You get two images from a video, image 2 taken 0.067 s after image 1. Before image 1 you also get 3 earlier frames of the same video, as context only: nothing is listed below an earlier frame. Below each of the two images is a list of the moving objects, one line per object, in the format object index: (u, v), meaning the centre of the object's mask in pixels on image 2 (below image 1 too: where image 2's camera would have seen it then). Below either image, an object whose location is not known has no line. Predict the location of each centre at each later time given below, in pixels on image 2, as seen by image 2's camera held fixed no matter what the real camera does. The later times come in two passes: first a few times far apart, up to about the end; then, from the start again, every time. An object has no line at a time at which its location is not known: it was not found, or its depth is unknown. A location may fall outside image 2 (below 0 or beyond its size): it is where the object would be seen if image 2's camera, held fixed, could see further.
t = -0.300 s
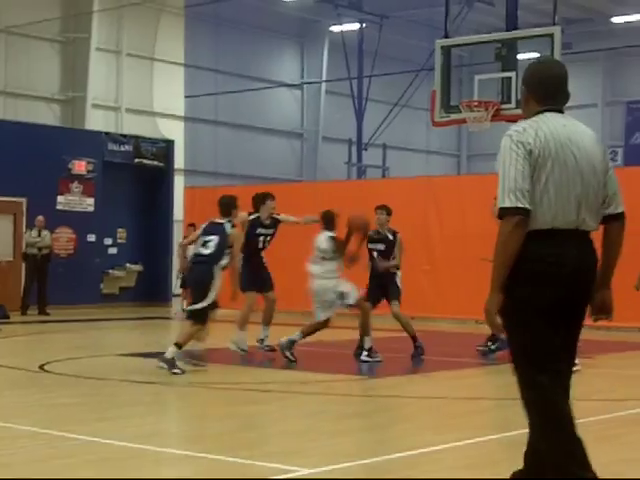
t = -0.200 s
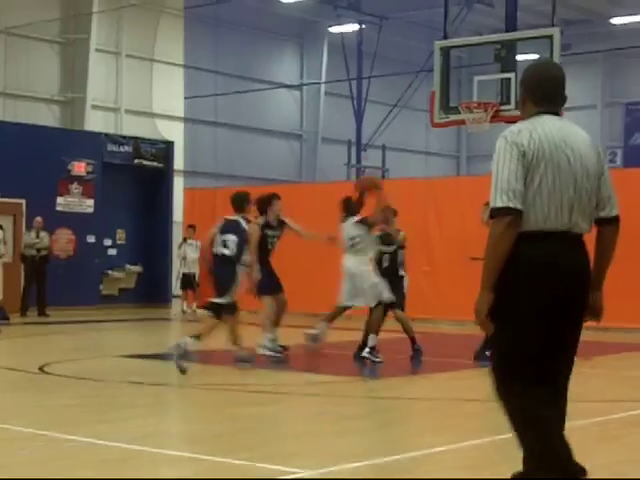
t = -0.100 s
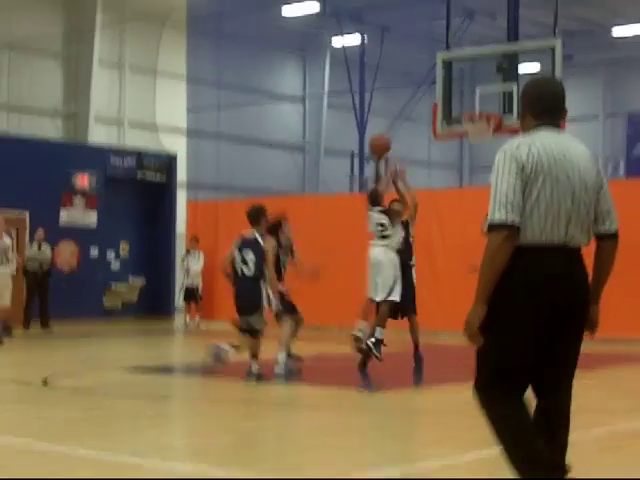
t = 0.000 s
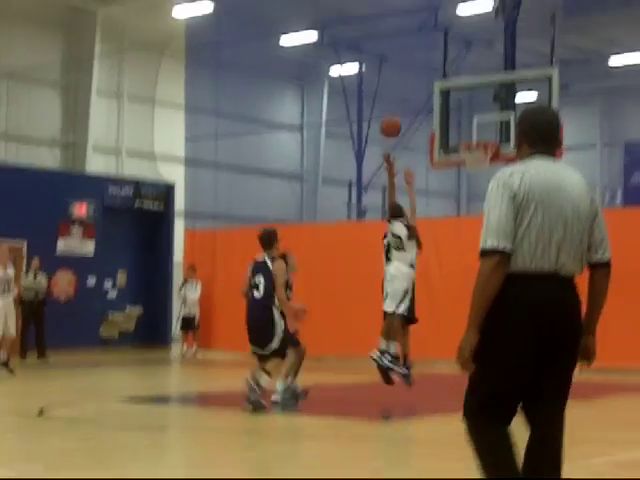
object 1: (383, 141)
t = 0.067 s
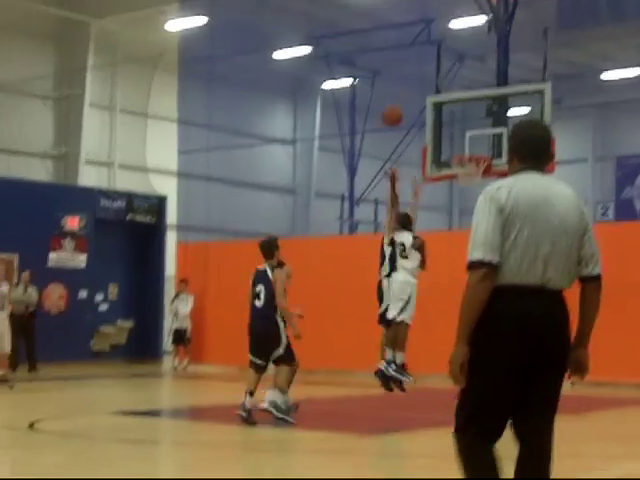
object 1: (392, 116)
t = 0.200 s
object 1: (408, 81)
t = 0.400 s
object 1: (431, 58)
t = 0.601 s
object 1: (451, 68)
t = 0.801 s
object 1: (470, 108)
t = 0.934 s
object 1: (465, 141)
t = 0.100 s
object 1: (396, 105)
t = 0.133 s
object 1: (400, 96)
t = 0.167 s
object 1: (404, 88)
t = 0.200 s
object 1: (408, 81)
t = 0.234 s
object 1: (412, 74)
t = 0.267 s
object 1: (416, 69)
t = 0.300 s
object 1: (419, 65)
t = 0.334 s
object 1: (423, 62)
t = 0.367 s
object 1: (428, 59)
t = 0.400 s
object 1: (431, 58)
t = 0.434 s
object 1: (435, 58)
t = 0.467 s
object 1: (437, 58)
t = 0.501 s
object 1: (441, 59)
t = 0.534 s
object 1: (444, 62)
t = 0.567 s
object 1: (448, 65)
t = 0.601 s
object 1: (451, 68)
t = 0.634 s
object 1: (455, 73)
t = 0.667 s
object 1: (459, 78)
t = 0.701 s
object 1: (461, 86)
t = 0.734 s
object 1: (465, 94)
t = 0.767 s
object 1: (468, 100)
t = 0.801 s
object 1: (470, 108)
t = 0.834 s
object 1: (474, 120)
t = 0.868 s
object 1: (475, 128)
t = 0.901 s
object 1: (471, 133)
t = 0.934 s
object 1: (465, 141)
